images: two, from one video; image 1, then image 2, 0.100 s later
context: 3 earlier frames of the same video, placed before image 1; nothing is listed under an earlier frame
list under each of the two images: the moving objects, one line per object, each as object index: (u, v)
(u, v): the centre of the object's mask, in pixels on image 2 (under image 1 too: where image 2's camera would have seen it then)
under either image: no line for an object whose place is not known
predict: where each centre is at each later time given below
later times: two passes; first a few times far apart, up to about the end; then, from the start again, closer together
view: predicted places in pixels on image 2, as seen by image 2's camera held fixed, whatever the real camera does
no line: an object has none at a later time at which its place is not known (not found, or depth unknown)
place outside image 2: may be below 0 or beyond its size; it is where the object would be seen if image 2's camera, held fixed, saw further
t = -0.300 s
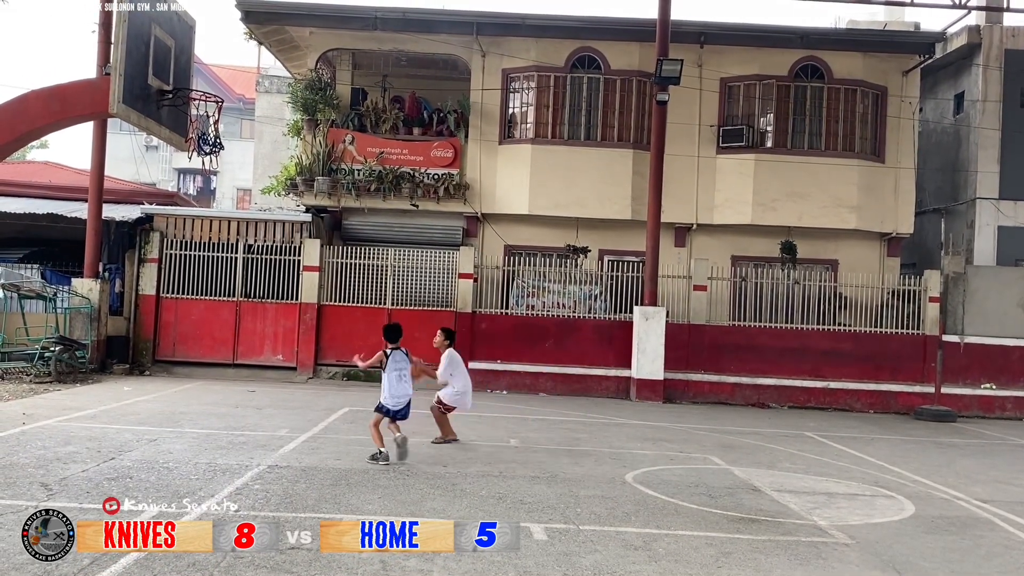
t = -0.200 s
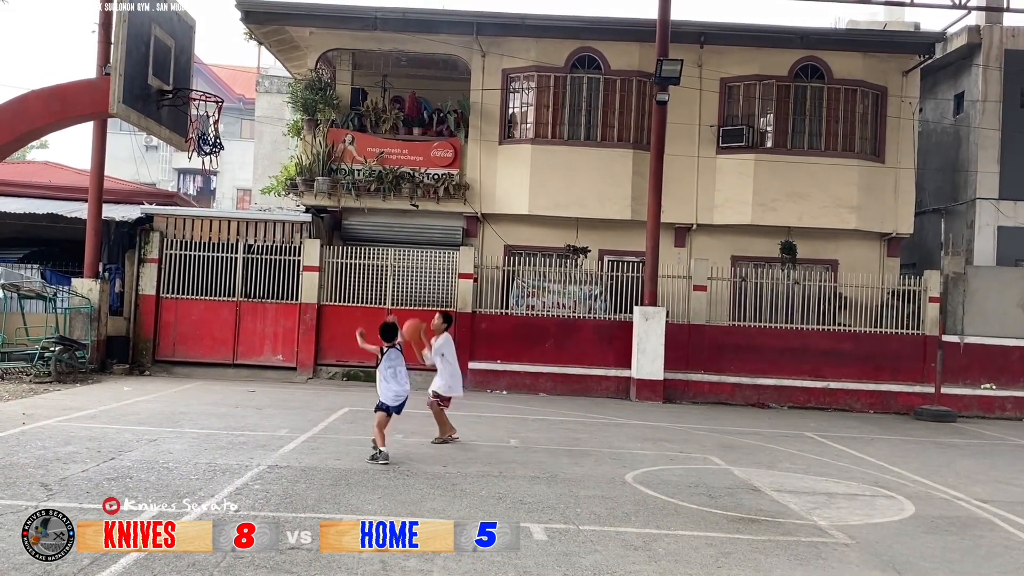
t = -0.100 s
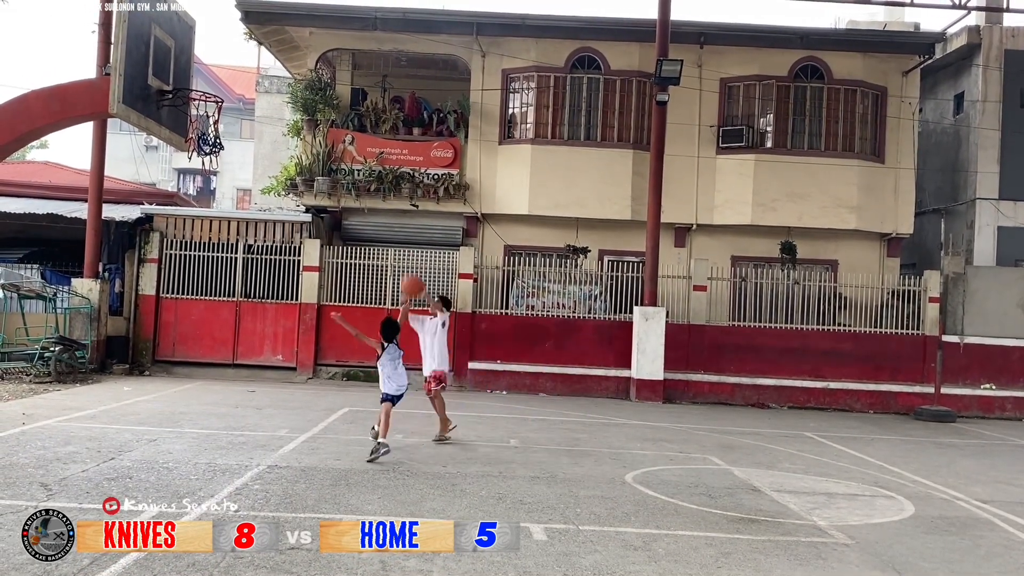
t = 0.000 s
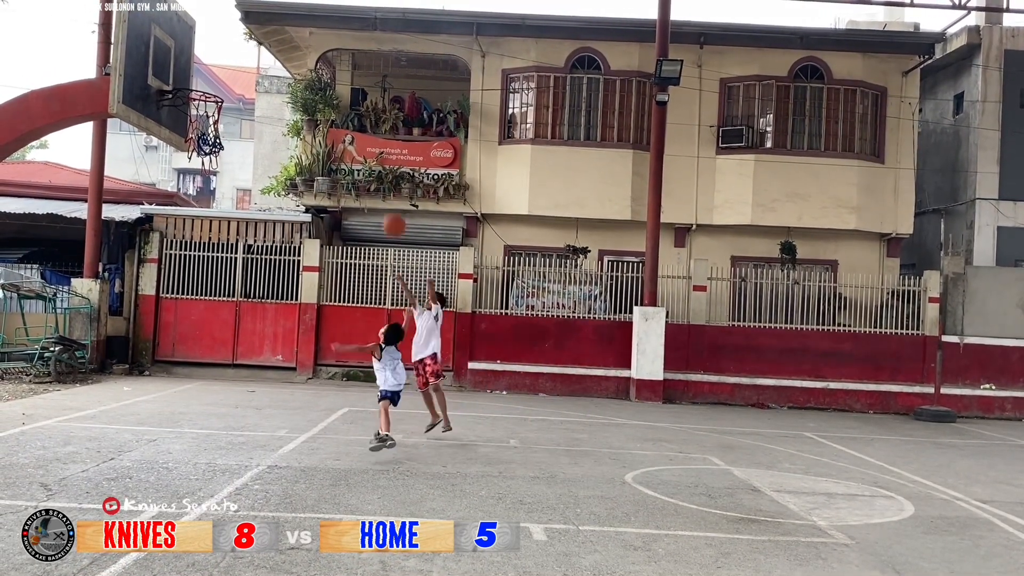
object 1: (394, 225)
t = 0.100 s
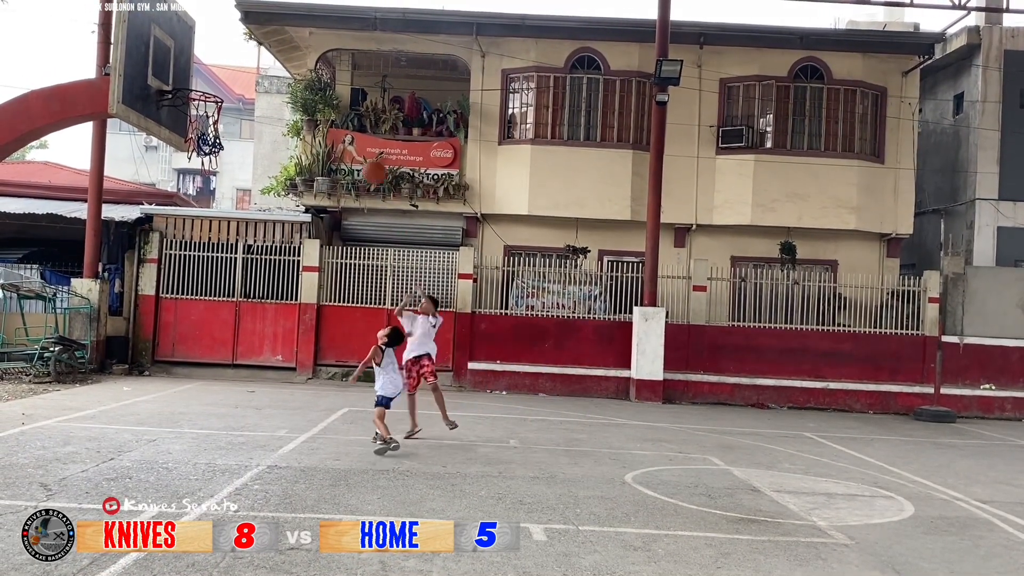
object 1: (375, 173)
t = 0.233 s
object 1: (346, 115)
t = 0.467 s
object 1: (293, 54)
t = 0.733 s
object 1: (222, 52)
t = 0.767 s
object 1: (212, 58)
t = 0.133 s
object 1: (368, 156)
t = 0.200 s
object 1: (354, 127)
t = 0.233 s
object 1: (346, 115)
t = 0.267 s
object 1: (339, 102)
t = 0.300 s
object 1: (332, 92)
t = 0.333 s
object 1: (324, 81)
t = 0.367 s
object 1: (317, 73)
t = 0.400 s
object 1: (308, 66)
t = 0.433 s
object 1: (301, 59)
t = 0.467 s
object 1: (293, 54)
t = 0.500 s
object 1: (284, 49)
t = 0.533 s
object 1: (275, 46)
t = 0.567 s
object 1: (268, 44)
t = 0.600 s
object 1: (259, 43)
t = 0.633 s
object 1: (251, 44)
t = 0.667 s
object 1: (240, 45)
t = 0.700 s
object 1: (231, 48)
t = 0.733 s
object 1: (222, 52)
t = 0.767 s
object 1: (212, 58)
